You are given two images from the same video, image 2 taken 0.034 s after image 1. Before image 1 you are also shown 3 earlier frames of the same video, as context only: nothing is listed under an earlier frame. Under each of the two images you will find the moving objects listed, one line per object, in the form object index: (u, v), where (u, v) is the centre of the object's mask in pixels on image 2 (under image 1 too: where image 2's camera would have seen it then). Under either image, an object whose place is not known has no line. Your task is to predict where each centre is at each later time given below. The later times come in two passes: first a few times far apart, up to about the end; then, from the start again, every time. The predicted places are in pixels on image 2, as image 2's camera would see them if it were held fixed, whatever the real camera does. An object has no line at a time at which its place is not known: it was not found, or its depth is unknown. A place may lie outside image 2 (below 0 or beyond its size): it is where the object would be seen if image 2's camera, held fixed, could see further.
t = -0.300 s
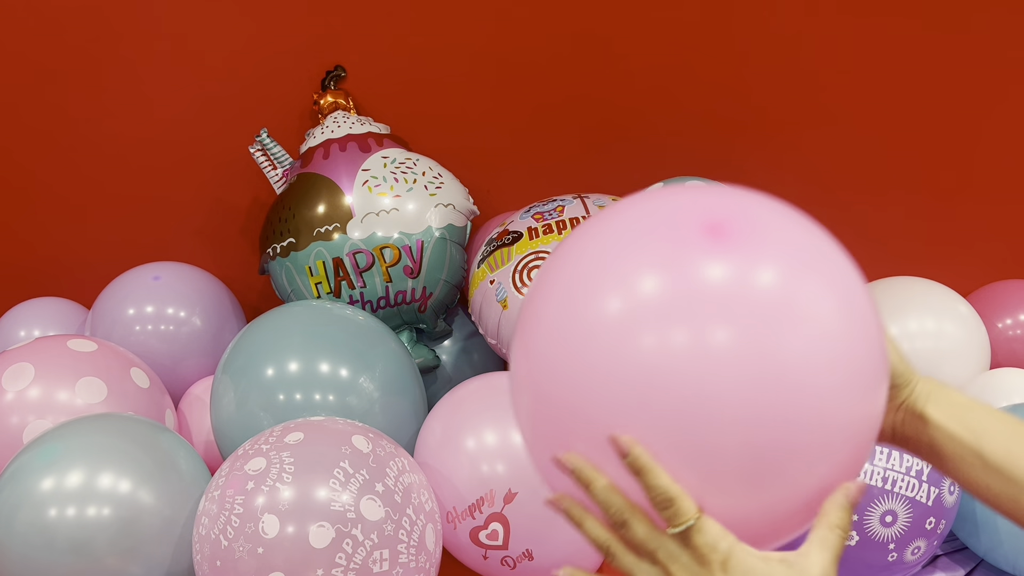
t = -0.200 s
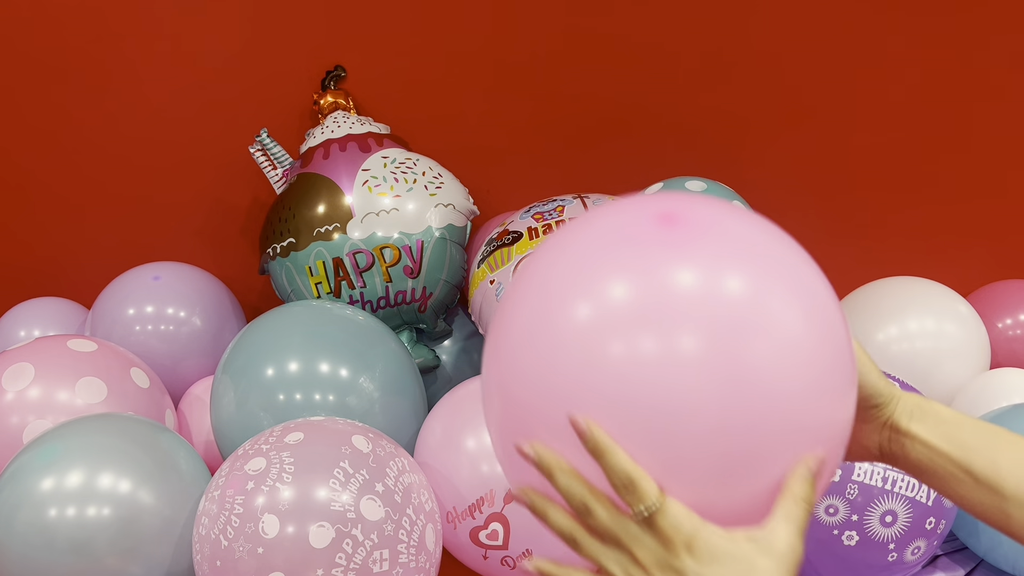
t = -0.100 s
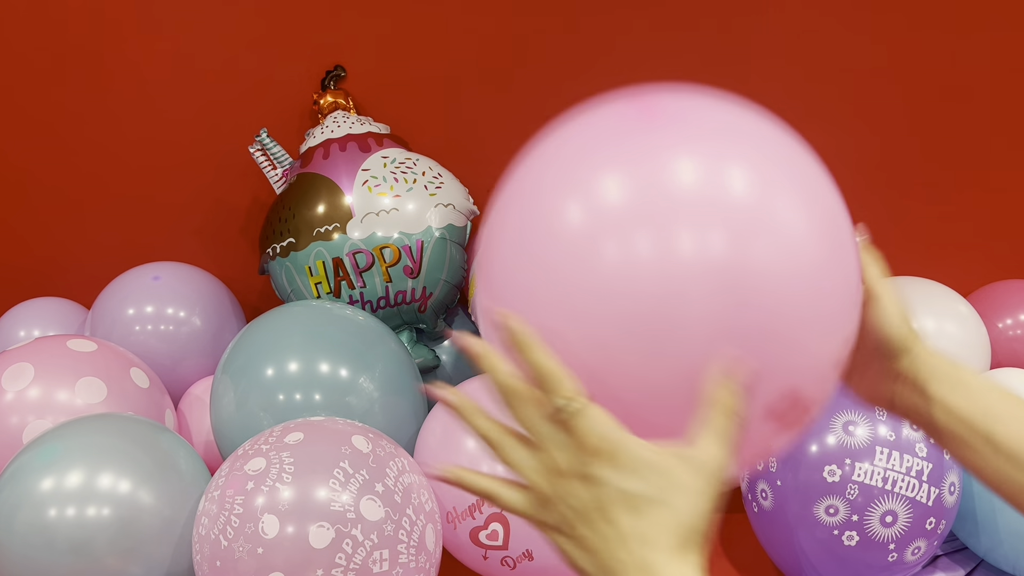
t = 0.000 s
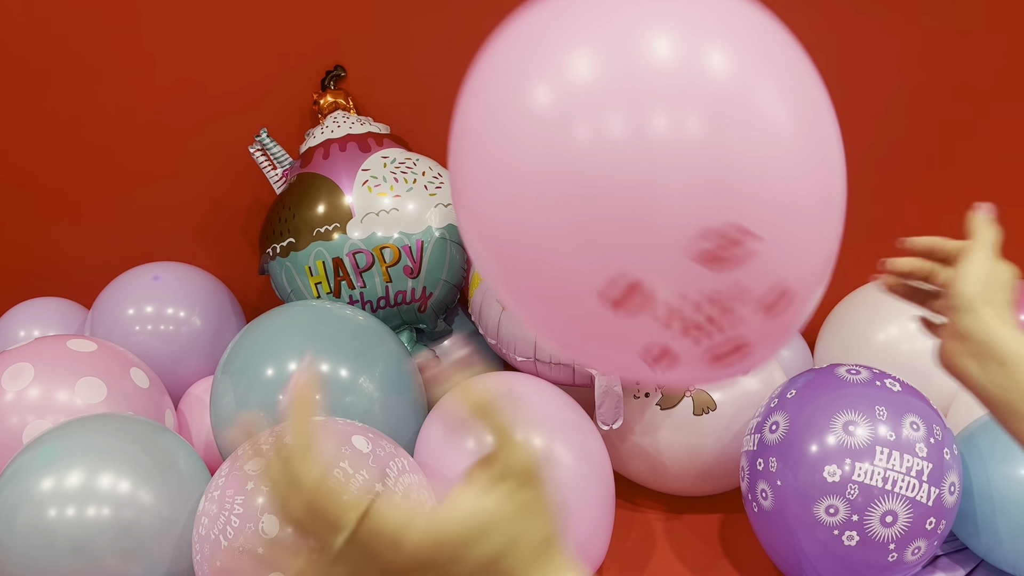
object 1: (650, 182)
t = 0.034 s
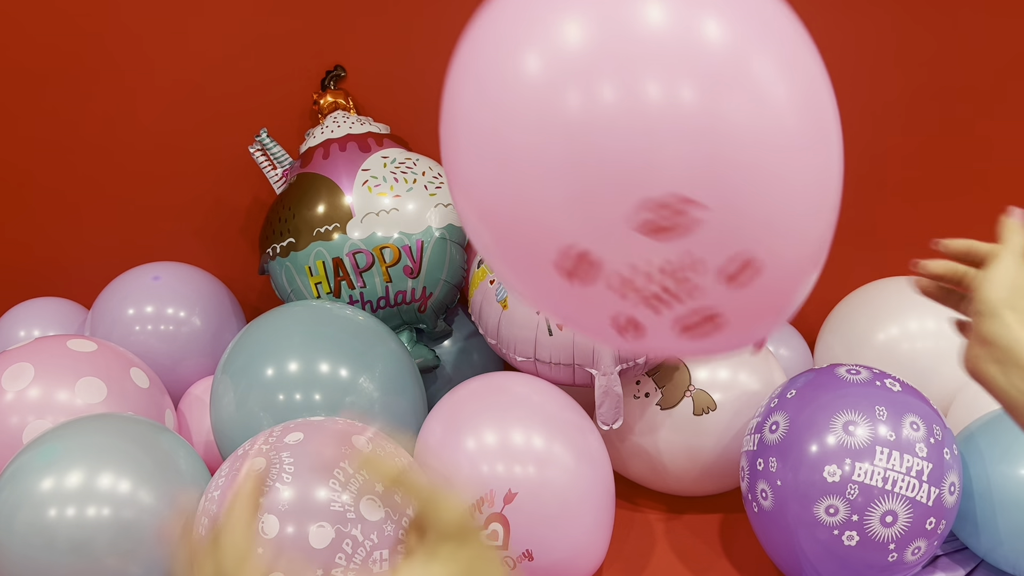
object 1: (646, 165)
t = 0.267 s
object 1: (621, 100)
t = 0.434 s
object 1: (591, 99)
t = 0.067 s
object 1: (643, 149)
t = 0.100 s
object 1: (641, 137)
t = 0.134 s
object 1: (637, 127)
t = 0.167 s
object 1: (634, 118)
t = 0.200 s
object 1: (630, 110)
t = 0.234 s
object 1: (625, 105)
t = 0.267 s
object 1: (621, 100)
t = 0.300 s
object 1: (614, 97)
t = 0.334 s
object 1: (608, 96)
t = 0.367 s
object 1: (602, 95)
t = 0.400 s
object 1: (597, 96)
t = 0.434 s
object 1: (591, 99)
